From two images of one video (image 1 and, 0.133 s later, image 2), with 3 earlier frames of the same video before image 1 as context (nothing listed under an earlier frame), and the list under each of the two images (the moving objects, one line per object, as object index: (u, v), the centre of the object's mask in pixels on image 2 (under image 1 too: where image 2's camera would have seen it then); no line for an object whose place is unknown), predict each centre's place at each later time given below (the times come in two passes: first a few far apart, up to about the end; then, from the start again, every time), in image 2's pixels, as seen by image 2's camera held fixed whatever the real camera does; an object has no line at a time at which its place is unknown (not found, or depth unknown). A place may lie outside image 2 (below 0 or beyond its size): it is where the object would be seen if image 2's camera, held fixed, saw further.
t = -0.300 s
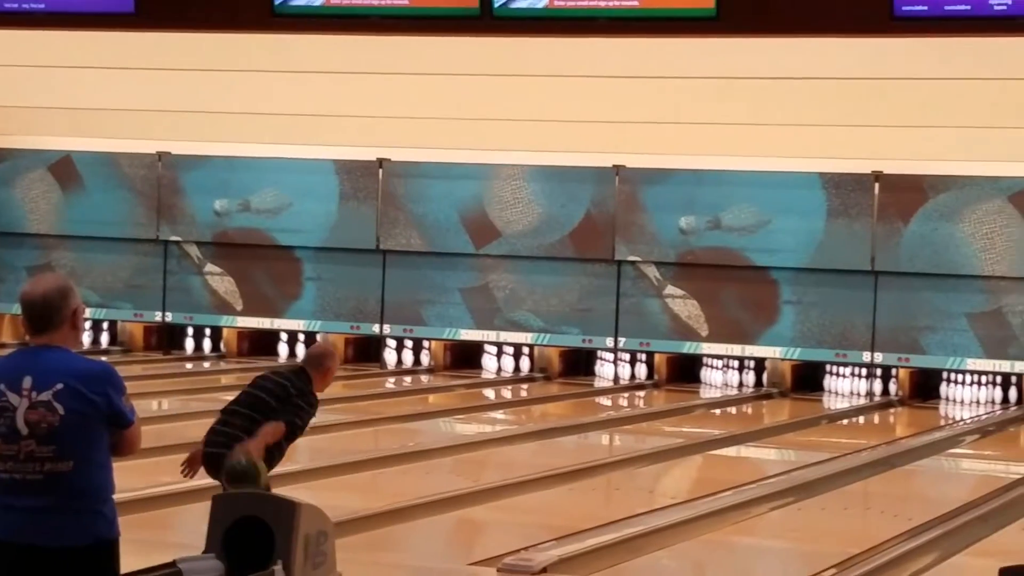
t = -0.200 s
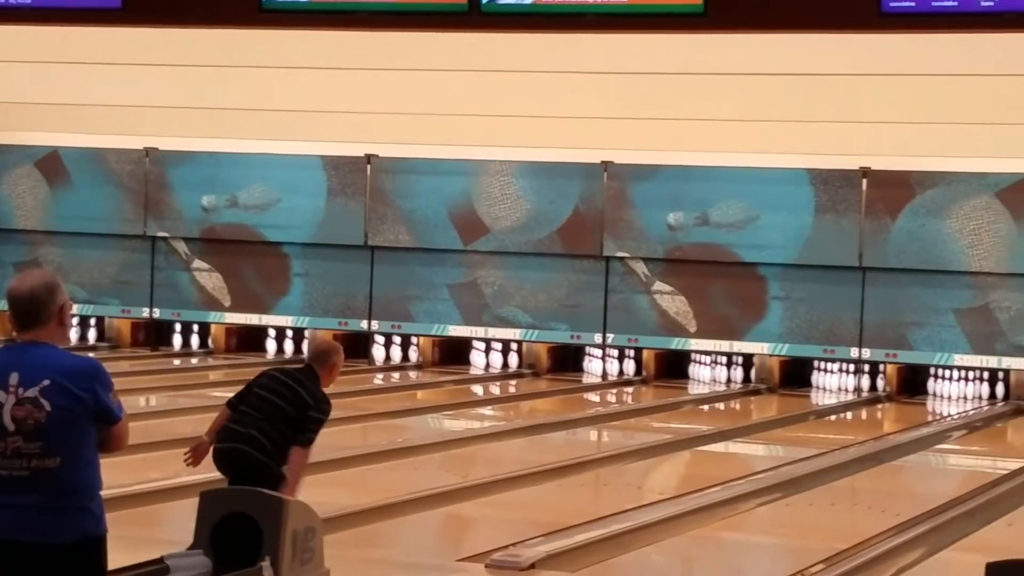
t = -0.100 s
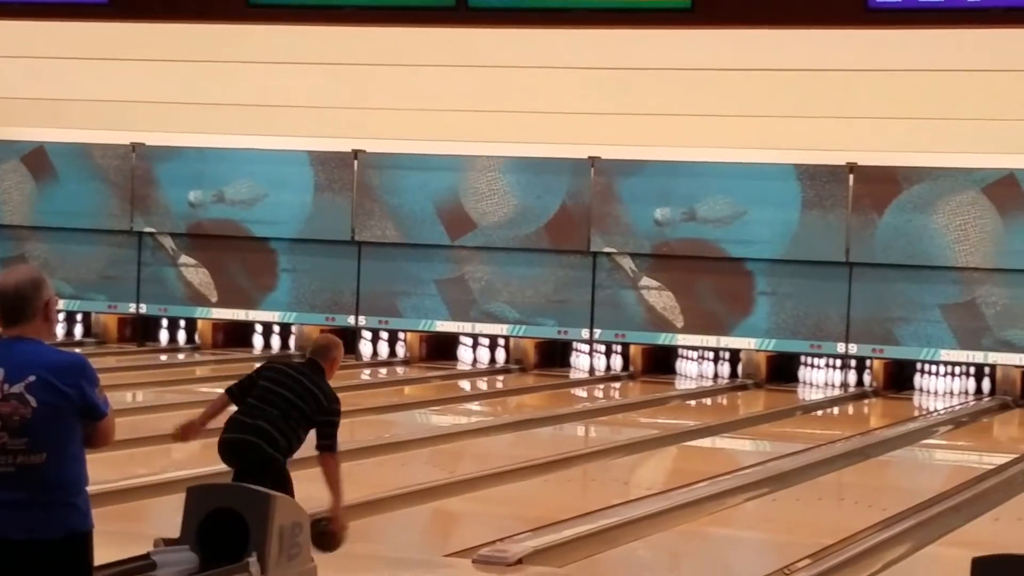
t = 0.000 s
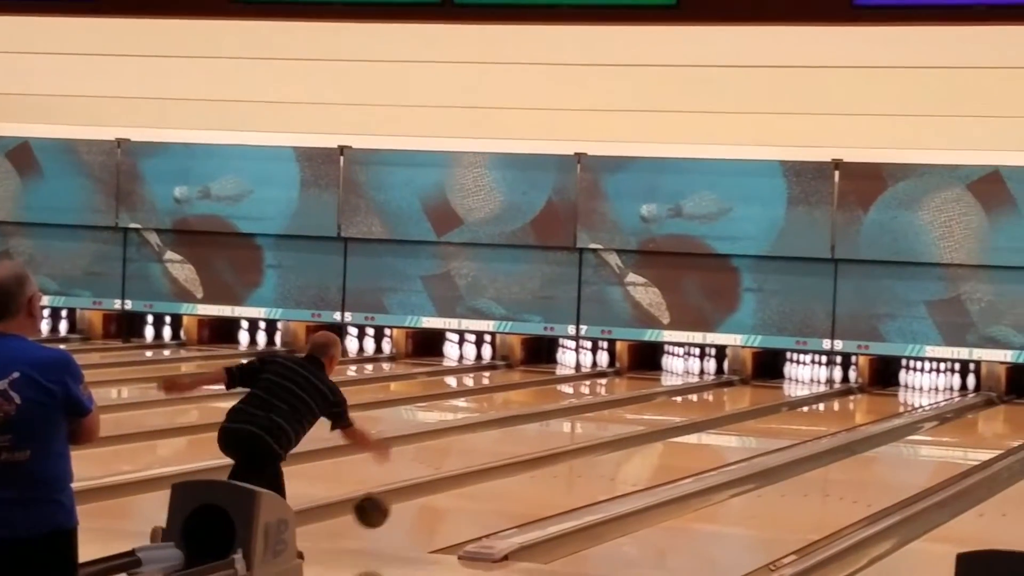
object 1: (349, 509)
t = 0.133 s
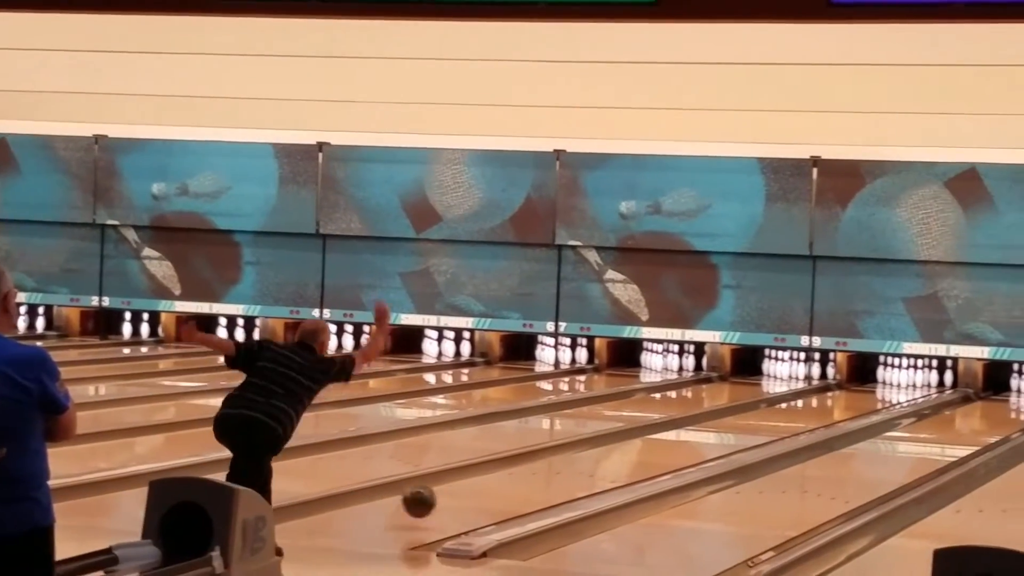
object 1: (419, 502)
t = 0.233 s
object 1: (465, 498)
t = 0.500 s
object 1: (567, 472)
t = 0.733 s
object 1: (638, 453)
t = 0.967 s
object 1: (697, 438)
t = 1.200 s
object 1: (746, 426)
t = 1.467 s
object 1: (793, 414)
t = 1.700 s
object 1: (828, 406)
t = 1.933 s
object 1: (860, 398)
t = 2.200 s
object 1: (886, 391)
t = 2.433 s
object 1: (905, 385)
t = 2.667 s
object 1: (923, 381)
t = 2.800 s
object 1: (928, 380)
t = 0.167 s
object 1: (435, 503)
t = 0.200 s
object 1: (451, 502)
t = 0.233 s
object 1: (465, 498)
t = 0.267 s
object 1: (479, 494)
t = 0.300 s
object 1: (493, 491)
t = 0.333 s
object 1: (506, 488)
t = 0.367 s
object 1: (519, 485)
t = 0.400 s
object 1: (532, 482)
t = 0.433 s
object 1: (544, 478)
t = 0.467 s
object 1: (556, 475)
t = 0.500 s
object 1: (567, 472)
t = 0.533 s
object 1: (578, 469)
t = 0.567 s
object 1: (589, 466)
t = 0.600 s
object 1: (599, 464)
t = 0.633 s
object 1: (609, 461)
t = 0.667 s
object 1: (619, 458)
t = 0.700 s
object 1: (629, 456)
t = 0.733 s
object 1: (638, 453)
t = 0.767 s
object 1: (647, 451)
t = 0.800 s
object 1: (656, 449)
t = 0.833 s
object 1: (665, 446)
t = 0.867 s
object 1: (673, 444)
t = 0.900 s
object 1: (681, 442)
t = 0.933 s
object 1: (689, 439)
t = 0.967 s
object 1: (697, 438)
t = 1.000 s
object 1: (704, 436)
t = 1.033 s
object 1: (712, 434)
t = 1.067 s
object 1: (719, 432)
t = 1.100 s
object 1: (726, 430)
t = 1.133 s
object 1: (733, 429)
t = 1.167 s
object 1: (739, 427)
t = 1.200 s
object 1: (746, 426)
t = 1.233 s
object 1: (752, 424)
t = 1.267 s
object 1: (758, 423)
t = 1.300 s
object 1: (764, 421)
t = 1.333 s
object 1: (771, 420)
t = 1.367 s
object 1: (776, 419)
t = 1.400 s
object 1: (782, 417)
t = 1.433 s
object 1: (788, 416)
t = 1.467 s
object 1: (793, 414)
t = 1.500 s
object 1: (798, 412)
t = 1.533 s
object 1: (802, 412)
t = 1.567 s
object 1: (808, 411)
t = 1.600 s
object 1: (814, 409)
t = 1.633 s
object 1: (820, 407)
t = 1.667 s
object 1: (824, 407)
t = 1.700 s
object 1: (828, 406)
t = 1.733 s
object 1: (833, 404)
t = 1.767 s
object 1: (838, 403)
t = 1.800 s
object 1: (841, 401)
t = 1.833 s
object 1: (845, 400)
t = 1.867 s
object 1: (850, 400)
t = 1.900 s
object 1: (855, 399)
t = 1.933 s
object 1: (860, 398)
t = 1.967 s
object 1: (862, 397)
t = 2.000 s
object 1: (867, 397)
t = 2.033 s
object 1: (870, 396)
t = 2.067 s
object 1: (874, 394)
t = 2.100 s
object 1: (877, 394)
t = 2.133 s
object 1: (880, 393)
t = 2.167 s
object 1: (883, 392)
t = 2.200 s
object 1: (886, 391)
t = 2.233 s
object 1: (889, 390)
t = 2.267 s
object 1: (892, 389)
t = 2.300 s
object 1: (895, 388)
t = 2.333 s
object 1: (898, 387)
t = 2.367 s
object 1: (900, 386)
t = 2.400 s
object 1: (902, 386)
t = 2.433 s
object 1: (905, 385)
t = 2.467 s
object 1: (907, 385)
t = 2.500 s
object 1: (909, 384)
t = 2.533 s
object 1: (911, 383)
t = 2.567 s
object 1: (913, 383)
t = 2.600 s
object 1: (916, 383)
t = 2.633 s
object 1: (919, 382)
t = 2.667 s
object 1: (923, 381)
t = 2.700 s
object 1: (926, 381)
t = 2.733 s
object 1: (927, 380)
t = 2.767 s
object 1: (928, 380)
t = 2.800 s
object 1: (928, 380)
